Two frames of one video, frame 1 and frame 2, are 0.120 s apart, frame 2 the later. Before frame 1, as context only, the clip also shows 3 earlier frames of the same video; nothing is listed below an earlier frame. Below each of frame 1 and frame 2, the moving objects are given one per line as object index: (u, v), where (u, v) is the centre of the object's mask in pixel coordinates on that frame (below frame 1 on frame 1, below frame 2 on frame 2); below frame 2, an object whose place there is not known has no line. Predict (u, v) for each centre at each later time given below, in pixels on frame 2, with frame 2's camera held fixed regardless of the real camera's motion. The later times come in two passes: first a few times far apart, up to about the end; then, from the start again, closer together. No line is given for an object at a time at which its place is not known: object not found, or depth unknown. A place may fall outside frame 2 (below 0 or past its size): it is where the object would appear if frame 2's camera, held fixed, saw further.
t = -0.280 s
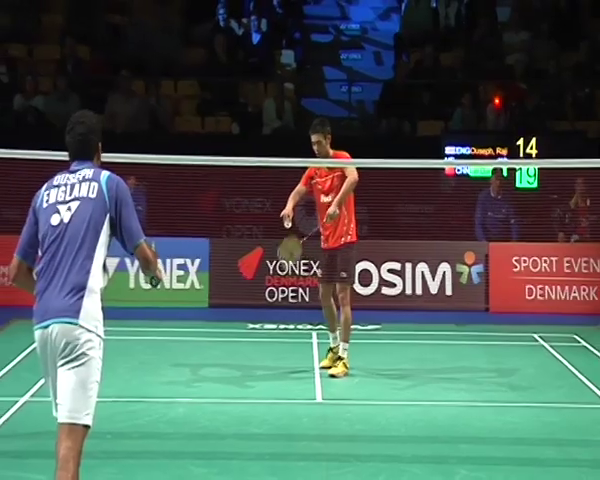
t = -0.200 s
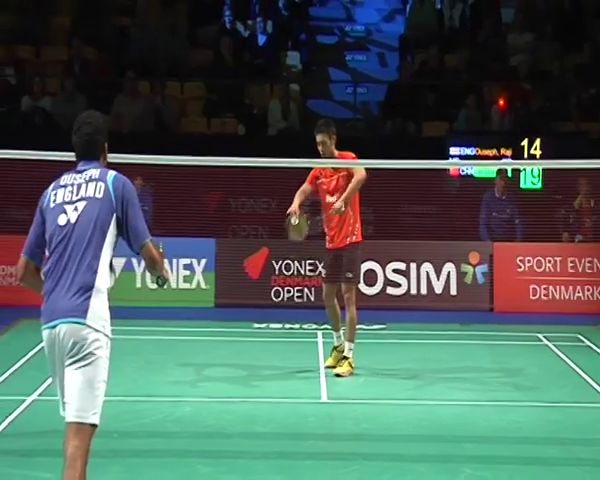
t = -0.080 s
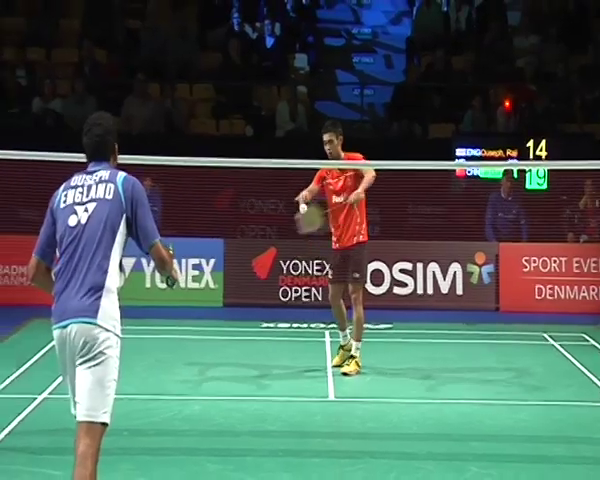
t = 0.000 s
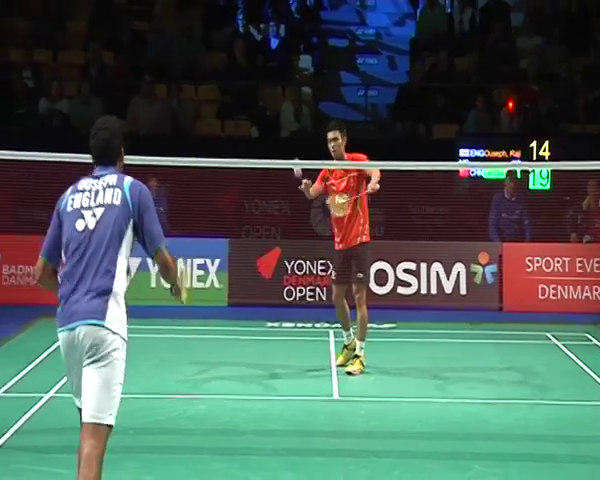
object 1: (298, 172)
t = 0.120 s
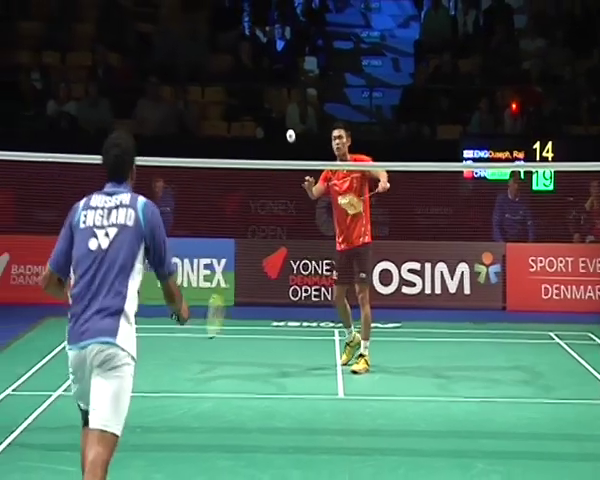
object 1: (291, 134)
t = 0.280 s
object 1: (275, 128)
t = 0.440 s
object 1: (258, 166)
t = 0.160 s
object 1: (287, 129)
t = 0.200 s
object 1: (283, 126)
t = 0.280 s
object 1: (275, 128)
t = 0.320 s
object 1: (270, 133)
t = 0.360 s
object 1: (266, 141)
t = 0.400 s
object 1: (262, 151)
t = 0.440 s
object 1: (258, 166)
